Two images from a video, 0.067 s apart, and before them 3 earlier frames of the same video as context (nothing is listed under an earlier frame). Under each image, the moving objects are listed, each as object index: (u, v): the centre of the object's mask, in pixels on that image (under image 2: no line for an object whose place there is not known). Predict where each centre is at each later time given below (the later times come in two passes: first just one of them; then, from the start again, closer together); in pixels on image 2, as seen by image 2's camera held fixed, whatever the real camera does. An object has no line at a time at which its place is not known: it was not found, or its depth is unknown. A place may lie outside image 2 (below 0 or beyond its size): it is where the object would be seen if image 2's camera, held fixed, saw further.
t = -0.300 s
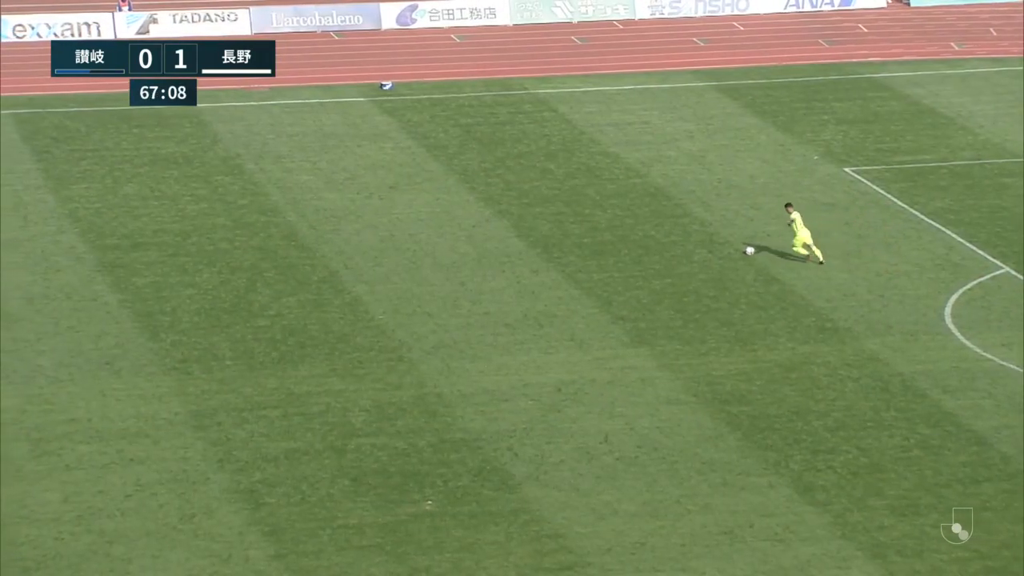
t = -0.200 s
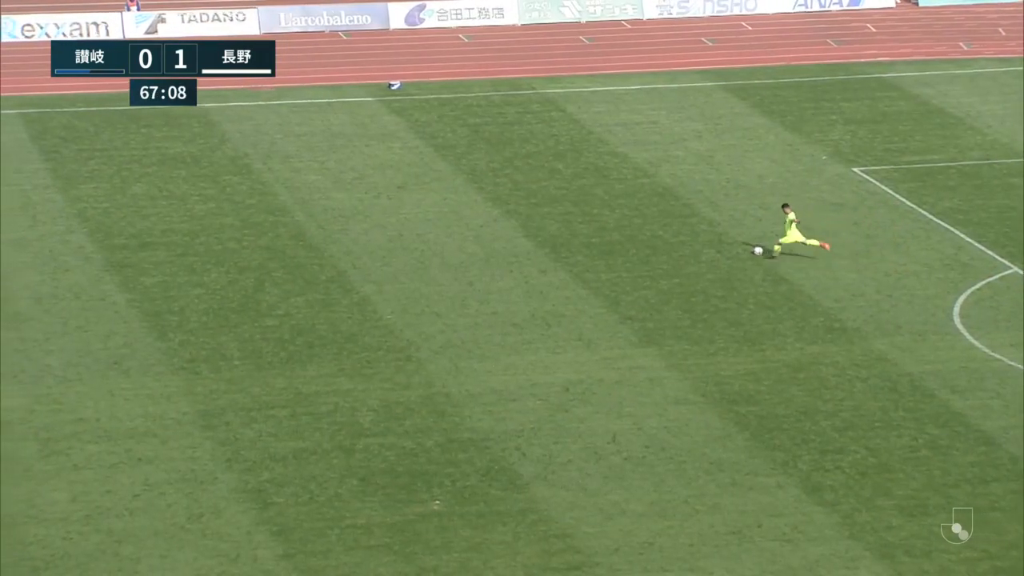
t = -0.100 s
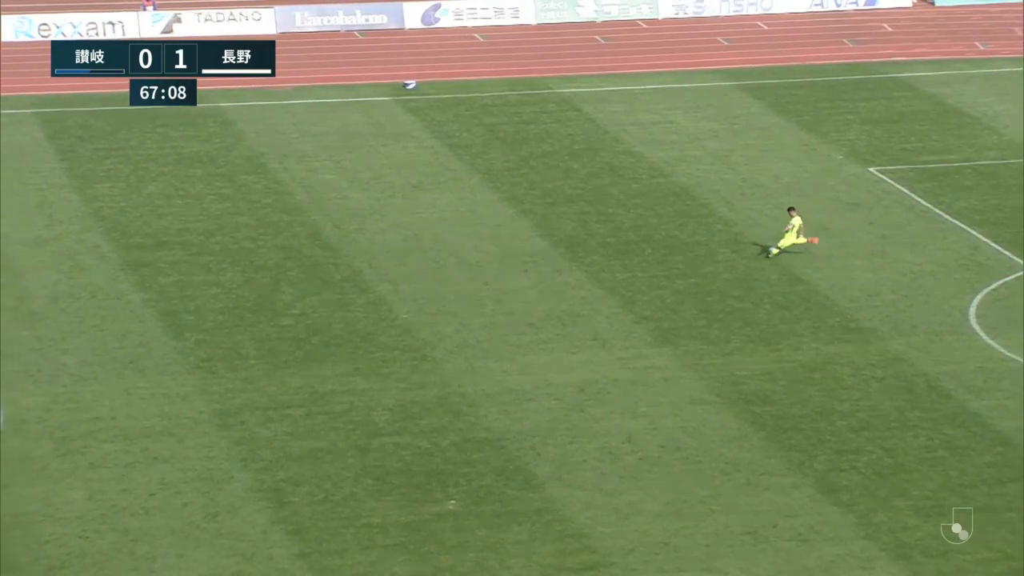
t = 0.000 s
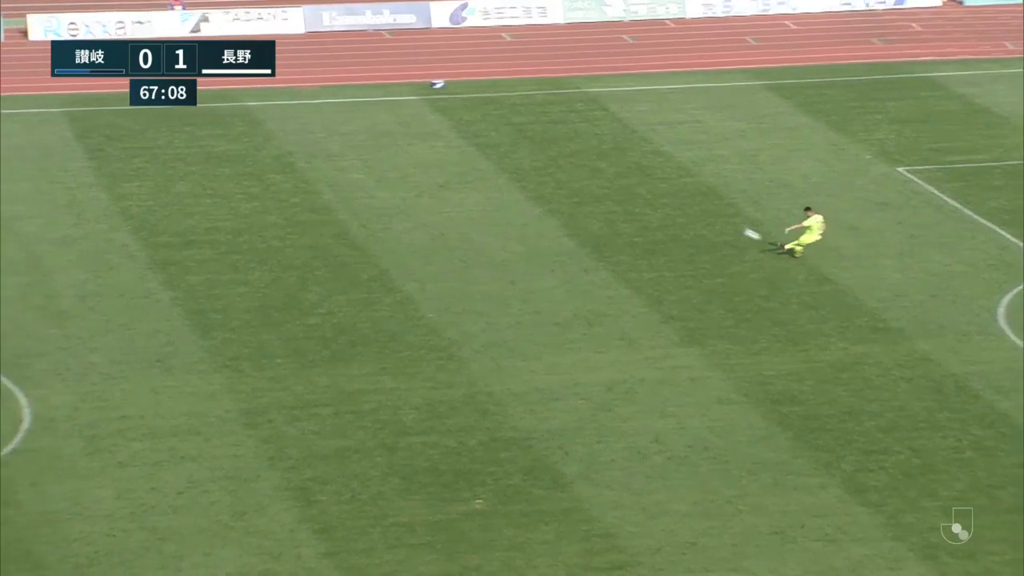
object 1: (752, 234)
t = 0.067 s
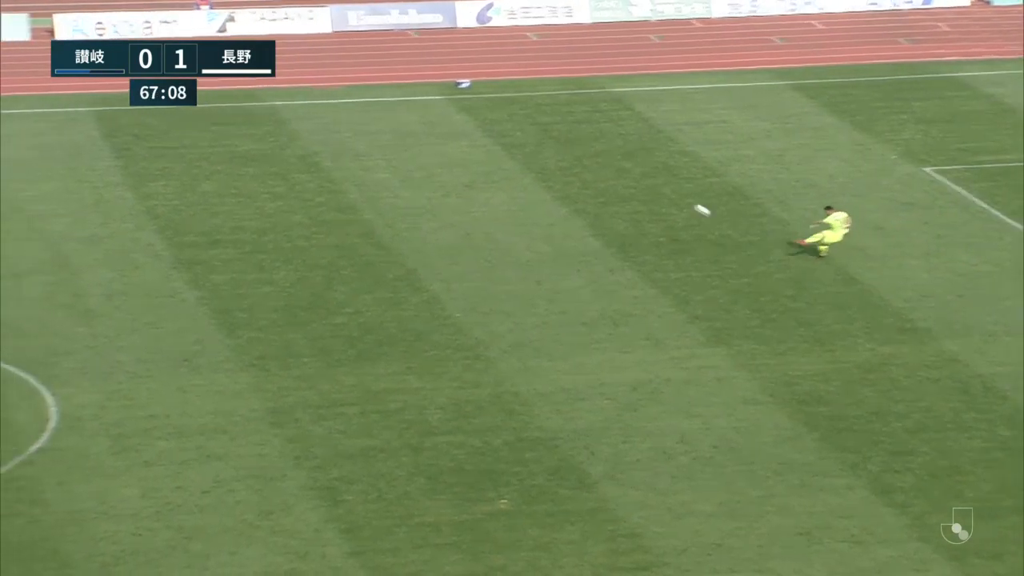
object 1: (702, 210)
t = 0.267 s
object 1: (500, 139)
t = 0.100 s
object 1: (666, 198)
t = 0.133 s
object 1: (631, 185)
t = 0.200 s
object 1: (564, 161)
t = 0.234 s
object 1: (531, 150)
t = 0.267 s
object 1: (500, 139)
